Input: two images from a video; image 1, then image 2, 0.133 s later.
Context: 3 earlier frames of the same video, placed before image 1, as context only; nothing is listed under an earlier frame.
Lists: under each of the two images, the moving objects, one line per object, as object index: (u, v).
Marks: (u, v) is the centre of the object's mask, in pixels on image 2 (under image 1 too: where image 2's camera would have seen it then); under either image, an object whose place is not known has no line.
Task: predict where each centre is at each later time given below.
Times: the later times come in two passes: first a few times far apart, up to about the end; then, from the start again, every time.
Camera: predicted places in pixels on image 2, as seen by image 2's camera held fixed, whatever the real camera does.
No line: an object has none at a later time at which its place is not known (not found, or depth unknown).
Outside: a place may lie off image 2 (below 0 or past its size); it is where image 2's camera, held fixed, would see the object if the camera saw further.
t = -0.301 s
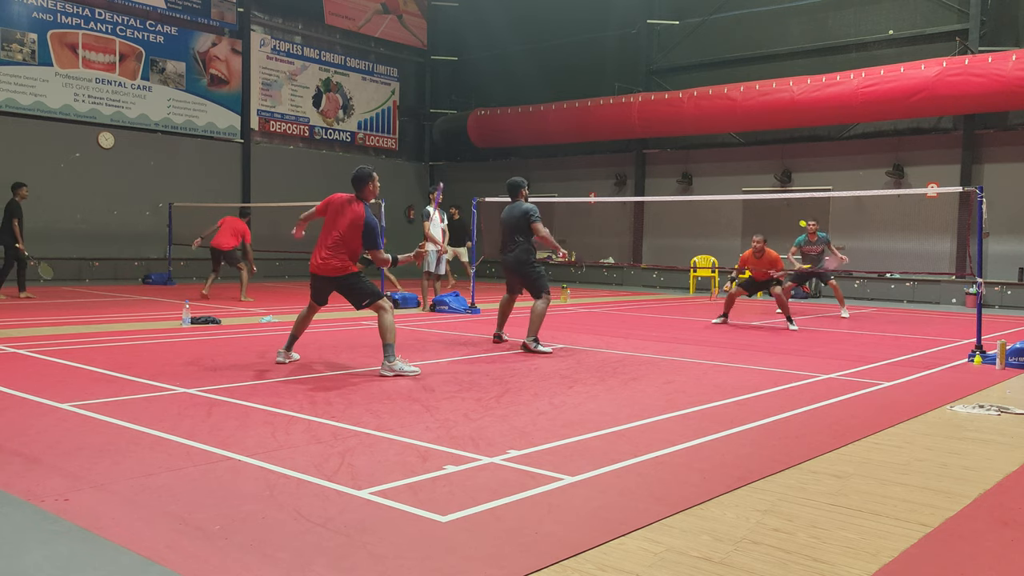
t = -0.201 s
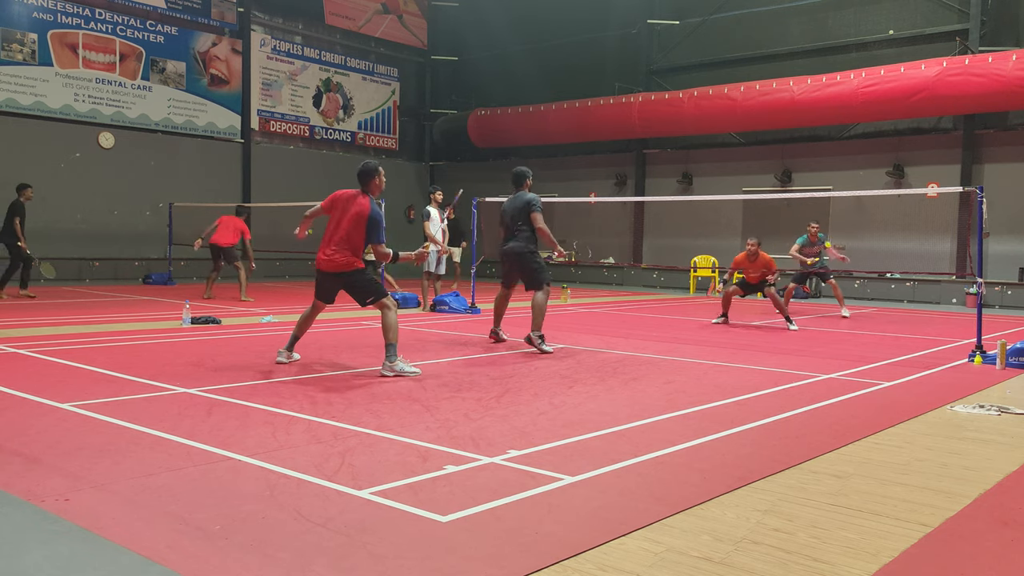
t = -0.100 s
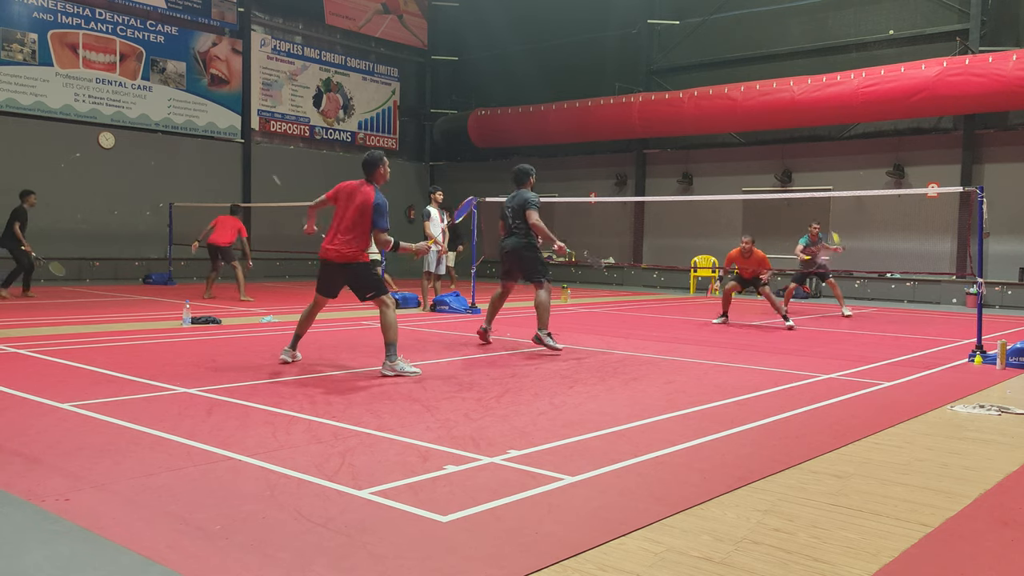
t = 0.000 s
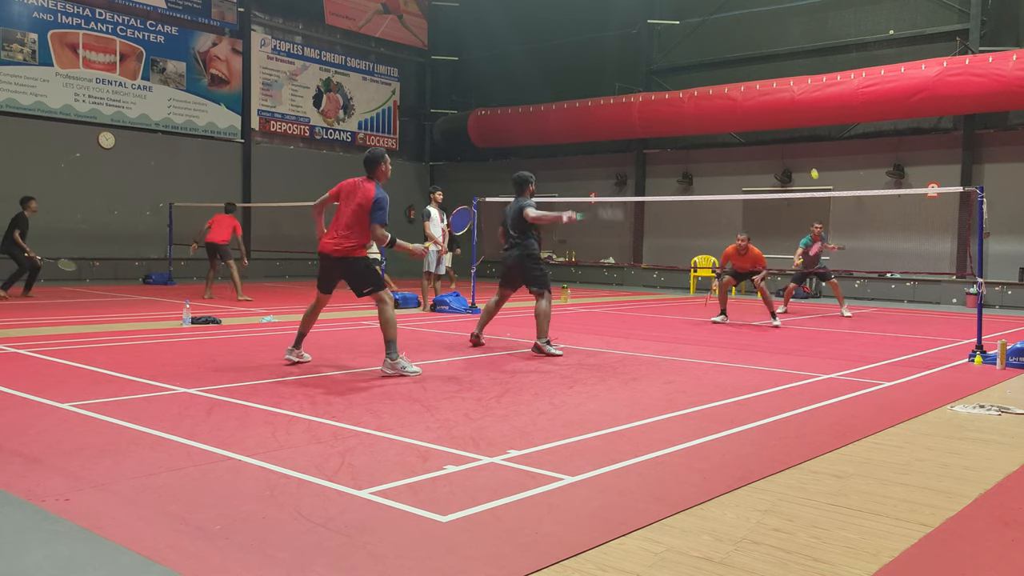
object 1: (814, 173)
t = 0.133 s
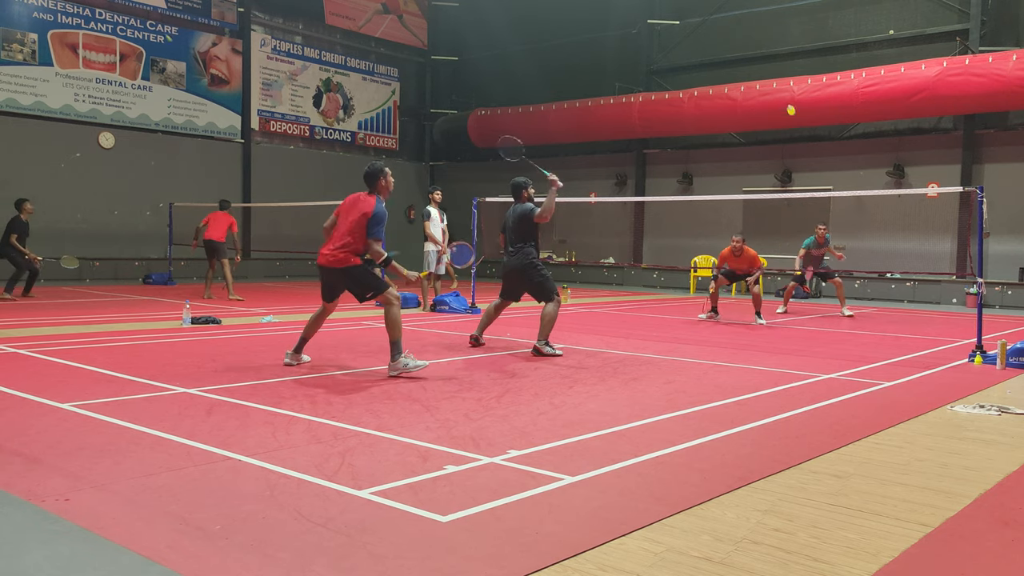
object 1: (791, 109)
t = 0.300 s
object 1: (760, 58)
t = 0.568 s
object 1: (699, 48)
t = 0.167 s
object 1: (785, 96)
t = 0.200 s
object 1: (778, 85)
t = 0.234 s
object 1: (772, 75)
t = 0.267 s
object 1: (766, 66)
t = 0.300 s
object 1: (760, 58)
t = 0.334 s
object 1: (752, 52)
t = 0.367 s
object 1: (746, 46)
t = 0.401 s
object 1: (738, 43)
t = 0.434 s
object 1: (731, 41)
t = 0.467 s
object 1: (723, 40)
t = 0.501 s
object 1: (716, 41)
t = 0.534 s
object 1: (708, 44)
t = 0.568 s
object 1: (699, 48)
